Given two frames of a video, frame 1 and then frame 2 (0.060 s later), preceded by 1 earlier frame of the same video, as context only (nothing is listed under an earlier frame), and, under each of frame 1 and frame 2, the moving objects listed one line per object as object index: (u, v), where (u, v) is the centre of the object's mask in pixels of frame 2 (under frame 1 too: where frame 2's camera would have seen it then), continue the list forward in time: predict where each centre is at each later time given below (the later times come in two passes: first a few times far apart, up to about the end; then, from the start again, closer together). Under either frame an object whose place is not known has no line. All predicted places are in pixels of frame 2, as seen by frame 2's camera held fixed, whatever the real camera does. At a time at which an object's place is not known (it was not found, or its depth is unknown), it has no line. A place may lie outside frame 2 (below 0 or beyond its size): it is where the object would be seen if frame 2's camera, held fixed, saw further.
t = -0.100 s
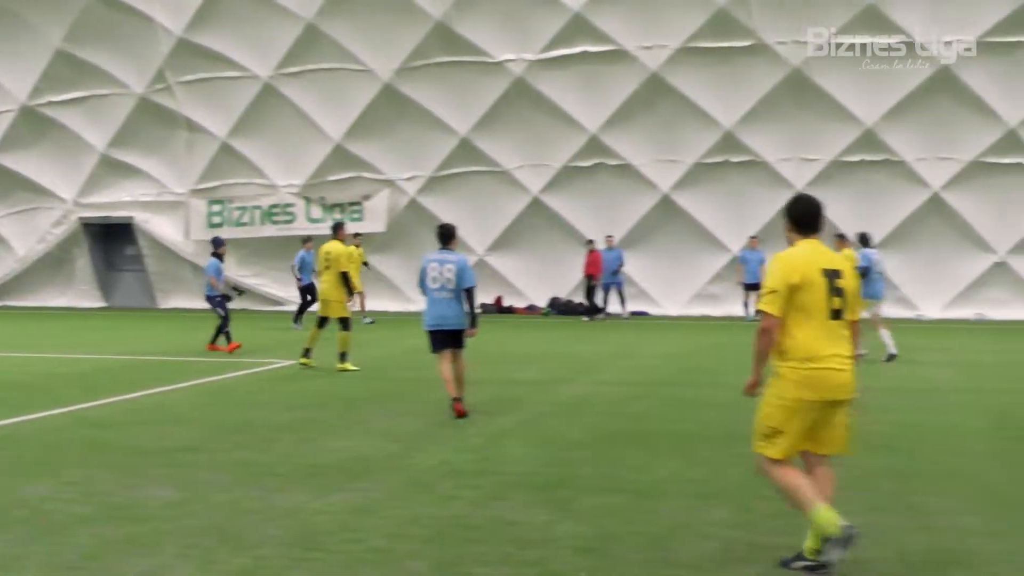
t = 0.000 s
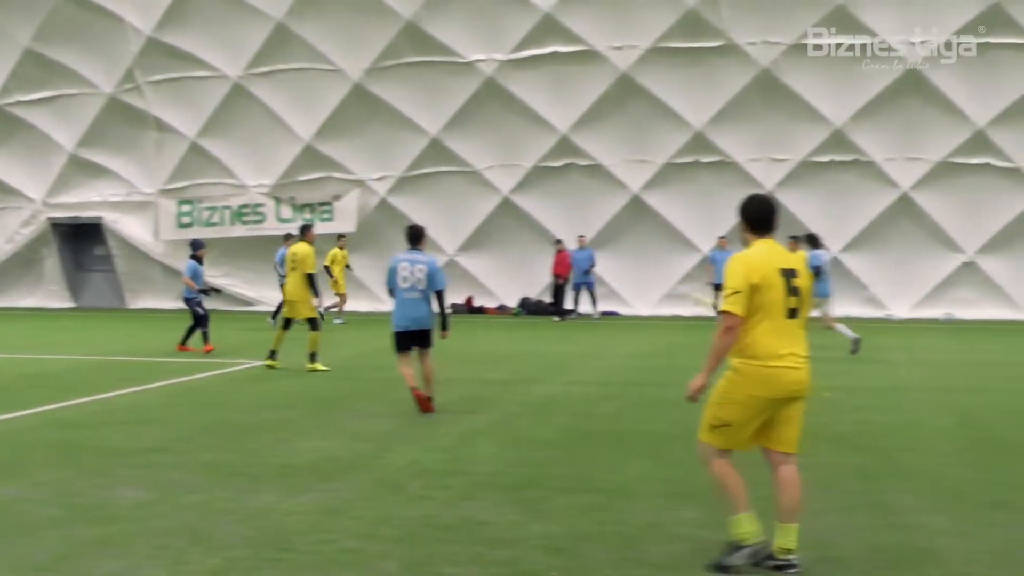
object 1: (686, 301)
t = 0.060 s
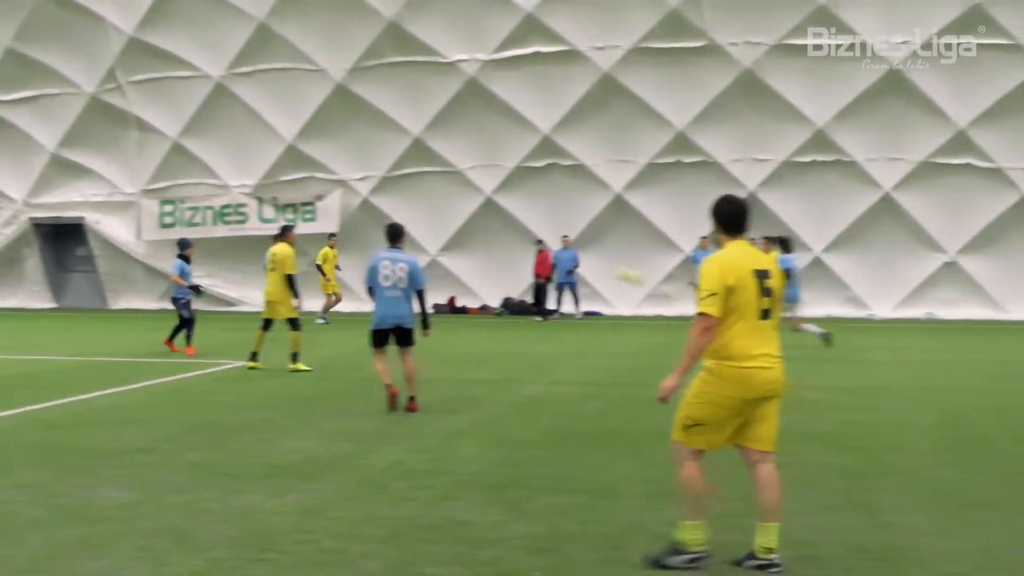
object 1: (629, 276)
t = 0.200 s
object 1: (496, 217)
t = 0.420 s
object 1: (286, 148)
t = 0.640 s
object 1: (61, 98)
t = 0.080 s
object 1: (611, 268)
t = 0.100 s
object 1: (593, 259)
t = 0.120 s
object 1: (577, 251)
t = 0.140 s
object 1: (552, 243)
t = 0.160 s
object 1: (534, 235)
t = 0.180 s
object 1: (516, 225)
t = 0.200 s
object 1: (496, 217)
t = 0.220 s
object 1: (479, 213)
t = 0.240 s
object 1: (458, 205)
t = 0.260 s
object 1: (439, 198)
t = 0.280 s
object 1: (421, 192)
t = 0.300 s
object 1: (401, 185)
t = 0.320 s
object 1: (382, 178)
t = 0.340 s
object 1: (362, 171)
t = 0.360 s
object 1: (345, 167)
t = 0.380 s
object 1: (325, 161)
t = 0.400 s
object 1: (303, 153)
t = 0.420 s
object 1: (286, 148)
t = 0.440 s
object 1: (266, 144)
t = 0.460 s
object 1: (247, 138)
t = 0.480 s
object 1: (227, 132)
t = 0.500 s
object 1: (207, 127)
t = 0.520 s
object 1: (186, 123)
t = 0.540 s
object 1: (167, 119)
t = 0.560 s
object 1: (145, 114)
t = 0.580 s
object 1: (123, 109)
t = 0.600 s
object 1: (102, 104)
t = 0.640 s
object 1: (61, 98)
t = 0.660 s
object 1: (39, 94)
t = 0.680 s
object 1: (18, 91)
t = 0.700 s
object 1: (-4, 87)
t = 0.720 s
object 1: (-26, 84)
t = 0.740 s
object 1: (-49, 82)
